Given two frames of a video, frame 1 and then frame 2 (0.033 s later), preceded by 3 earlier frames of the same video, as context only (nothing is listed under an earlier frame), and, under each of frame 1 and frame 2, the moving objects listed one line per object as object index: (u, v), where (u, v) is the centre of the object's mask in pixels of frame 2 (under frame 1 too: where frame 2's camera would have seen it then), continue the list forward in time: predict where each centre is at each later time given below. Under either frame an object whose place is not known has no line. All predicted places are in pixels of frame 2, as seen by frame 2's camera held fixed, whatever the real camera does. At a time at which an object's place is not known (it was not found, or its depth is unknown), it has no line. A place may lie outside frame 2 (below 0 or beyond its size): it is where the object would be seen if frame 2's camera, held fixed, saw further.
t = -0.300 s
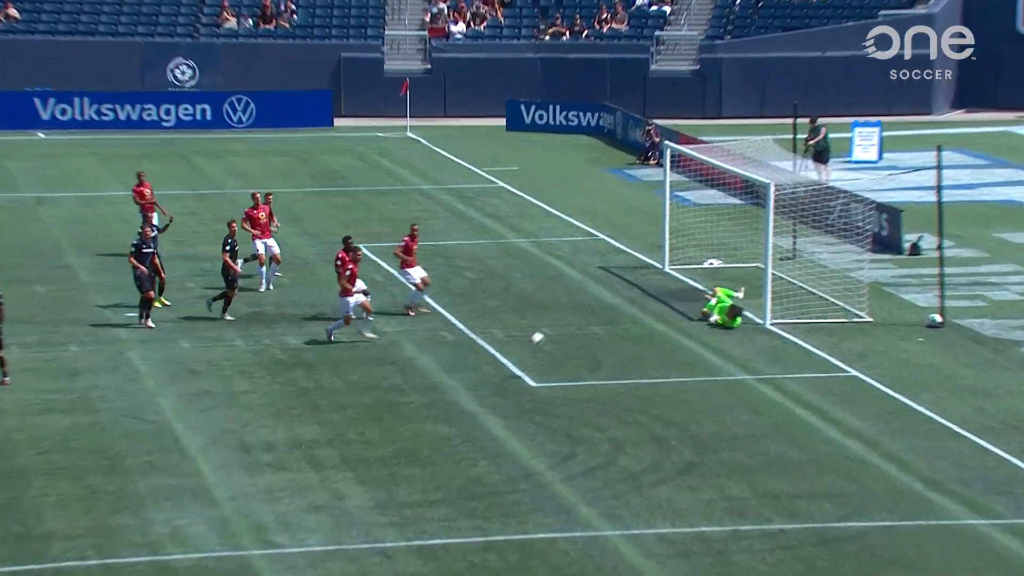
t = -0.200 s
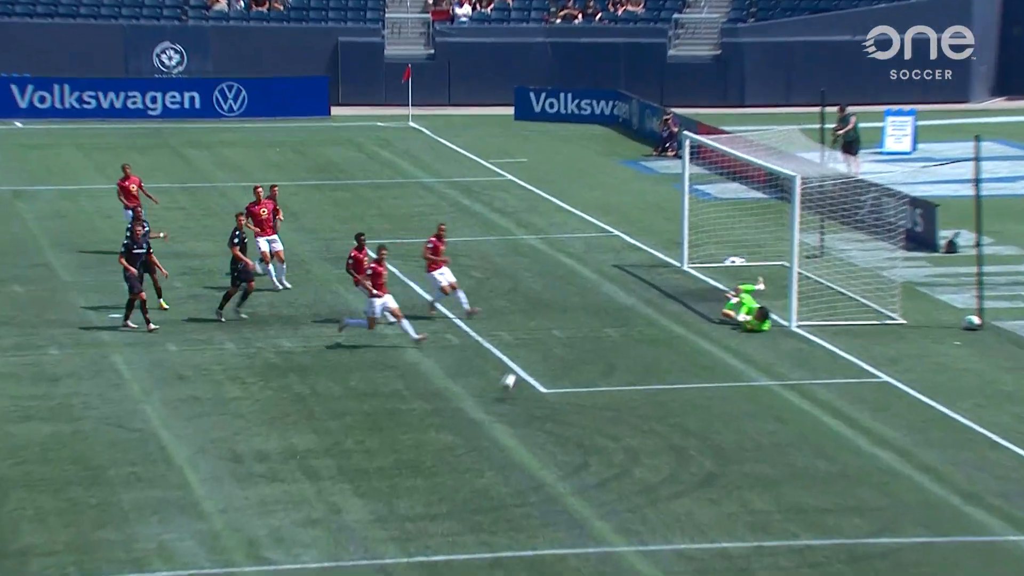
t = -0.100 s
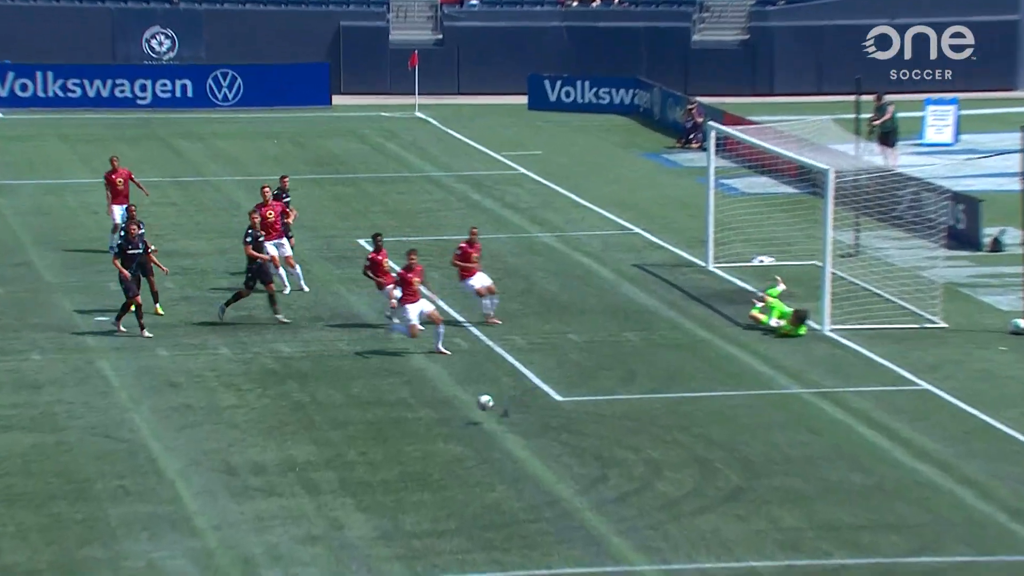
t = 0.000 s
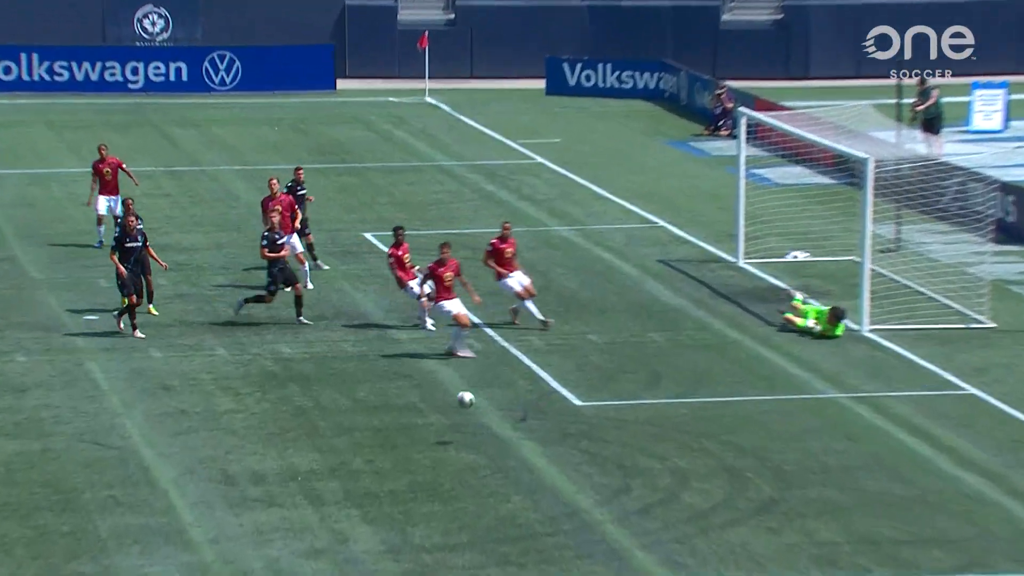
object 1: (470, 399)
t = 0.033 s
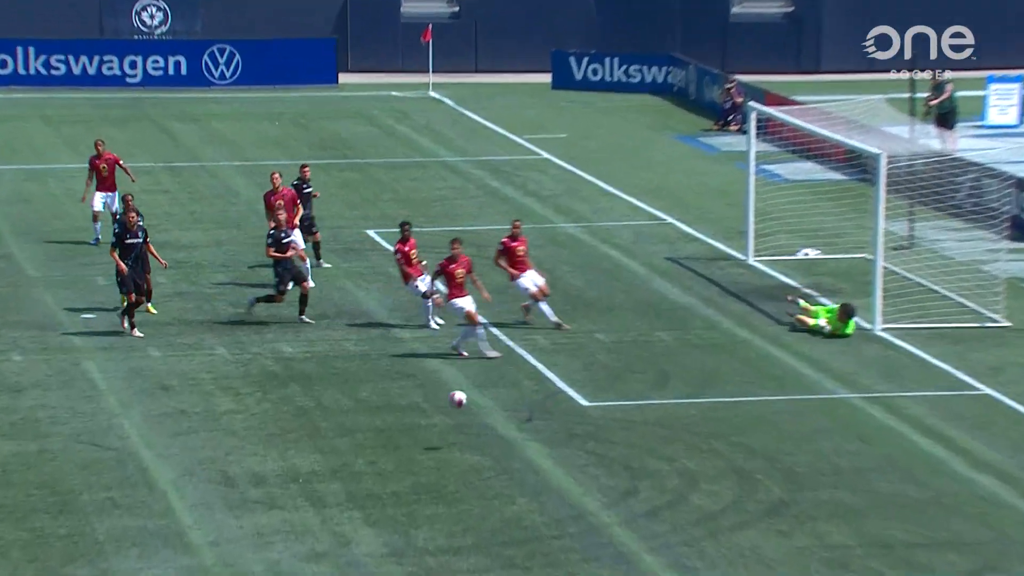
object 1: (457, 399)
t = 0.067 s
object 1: (446, 399)
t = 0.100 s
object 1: (434, 400)
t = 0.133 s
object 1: (423, 403)
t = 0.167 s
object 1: (410, 405)
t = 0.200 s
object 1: (398, 410)
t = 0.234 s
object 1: (385, 415)
